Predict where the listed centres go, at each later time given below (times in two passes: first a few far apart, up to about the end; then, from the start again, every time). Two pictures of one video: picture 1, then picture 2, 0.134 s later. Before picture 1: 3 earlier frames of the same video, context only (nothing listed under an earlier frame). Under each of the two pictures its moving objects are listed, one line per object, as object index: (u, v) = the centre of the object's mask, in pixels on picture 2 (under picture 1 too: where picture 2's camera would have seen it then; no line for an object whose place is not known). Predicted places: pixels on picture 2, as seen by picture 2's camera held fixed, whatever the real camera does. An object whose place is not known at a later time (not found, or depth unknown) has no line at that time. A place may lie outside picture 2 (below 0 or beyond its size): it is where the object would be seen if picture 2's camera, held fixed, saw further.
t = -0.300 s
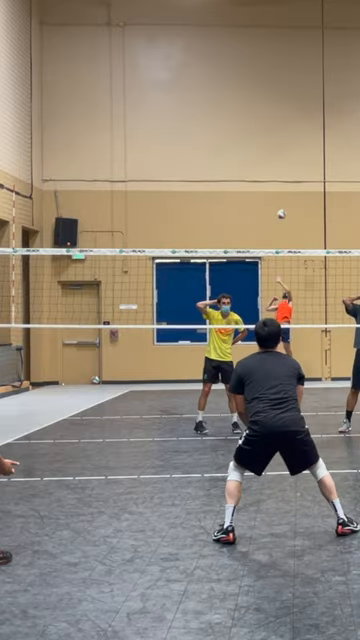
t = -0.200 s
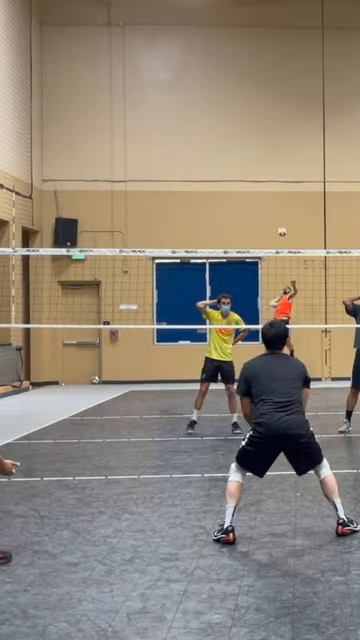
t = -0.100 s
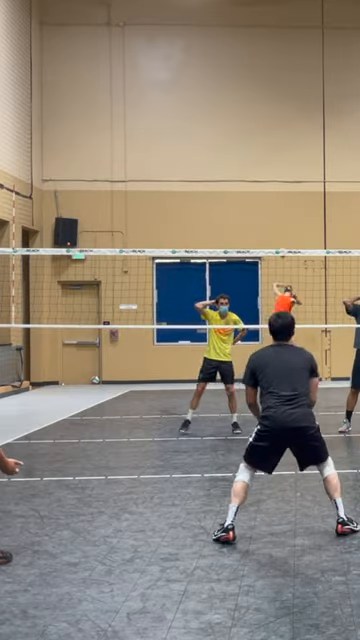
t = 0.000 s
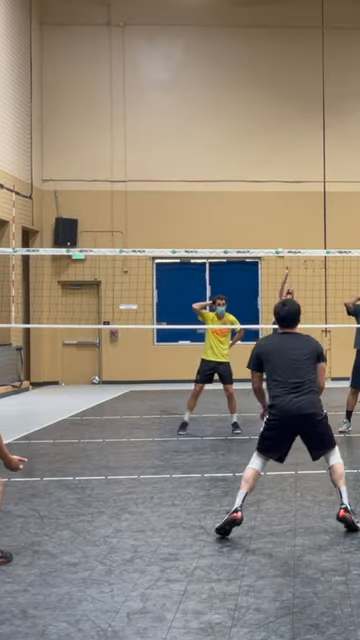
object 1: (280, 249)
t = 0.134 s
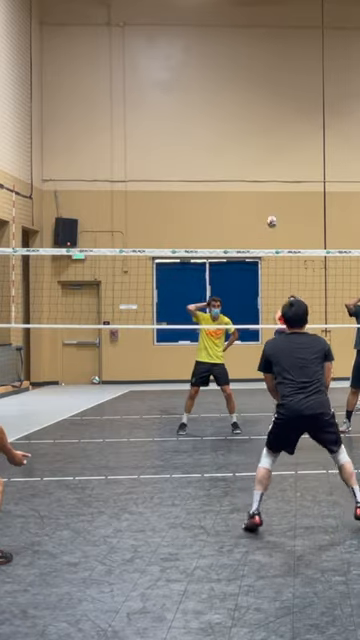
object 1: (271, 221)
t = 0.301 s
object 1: (256, 196)
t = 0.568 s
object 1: (213, 198)
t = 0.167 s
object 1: (269, 215)
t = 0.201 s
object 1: (266, 209)
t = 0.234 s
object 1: (262, 204)
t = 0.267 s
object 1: (260, 199)
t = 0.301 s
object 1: (256, 196)
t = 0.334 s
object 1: (252, 193)
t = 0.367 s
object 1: (248, 189)
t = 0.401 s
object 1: (243, 188)
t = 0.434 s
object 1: (238, 187)
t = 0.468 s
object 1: (233, 188)
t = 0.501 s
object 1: (226, 190)
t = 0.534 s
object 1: (220, 193)
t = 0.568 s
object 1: (213, 198)
